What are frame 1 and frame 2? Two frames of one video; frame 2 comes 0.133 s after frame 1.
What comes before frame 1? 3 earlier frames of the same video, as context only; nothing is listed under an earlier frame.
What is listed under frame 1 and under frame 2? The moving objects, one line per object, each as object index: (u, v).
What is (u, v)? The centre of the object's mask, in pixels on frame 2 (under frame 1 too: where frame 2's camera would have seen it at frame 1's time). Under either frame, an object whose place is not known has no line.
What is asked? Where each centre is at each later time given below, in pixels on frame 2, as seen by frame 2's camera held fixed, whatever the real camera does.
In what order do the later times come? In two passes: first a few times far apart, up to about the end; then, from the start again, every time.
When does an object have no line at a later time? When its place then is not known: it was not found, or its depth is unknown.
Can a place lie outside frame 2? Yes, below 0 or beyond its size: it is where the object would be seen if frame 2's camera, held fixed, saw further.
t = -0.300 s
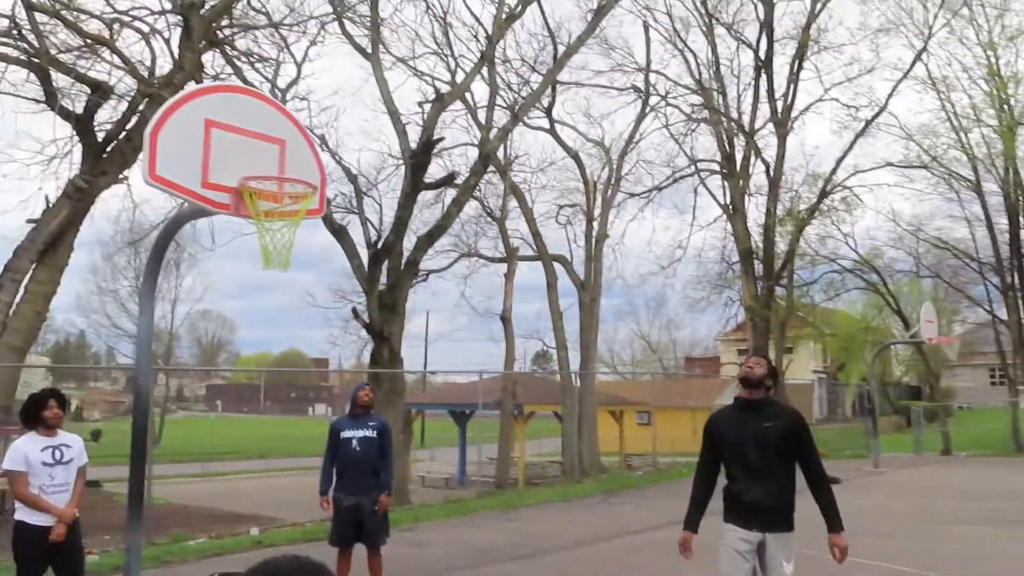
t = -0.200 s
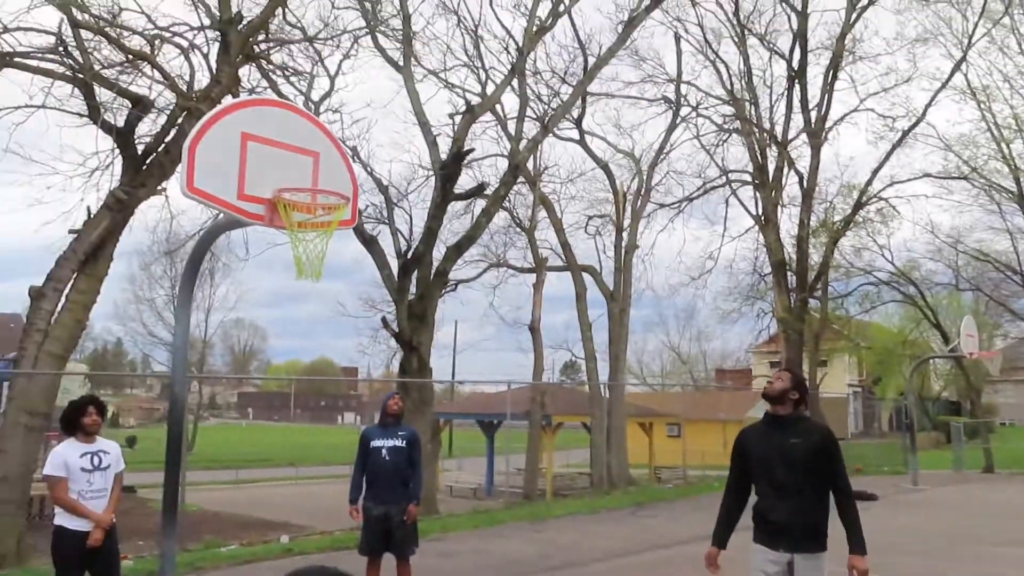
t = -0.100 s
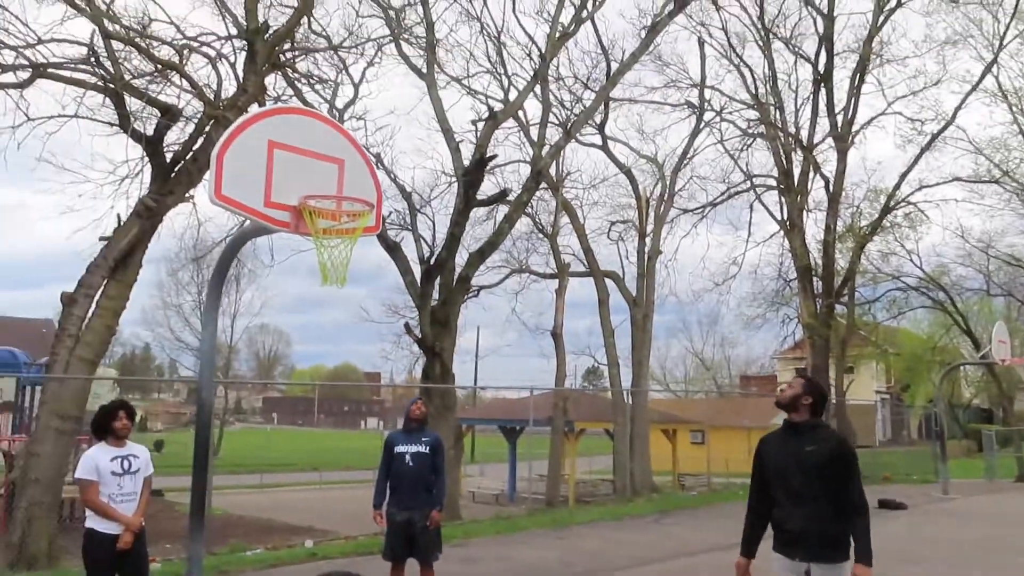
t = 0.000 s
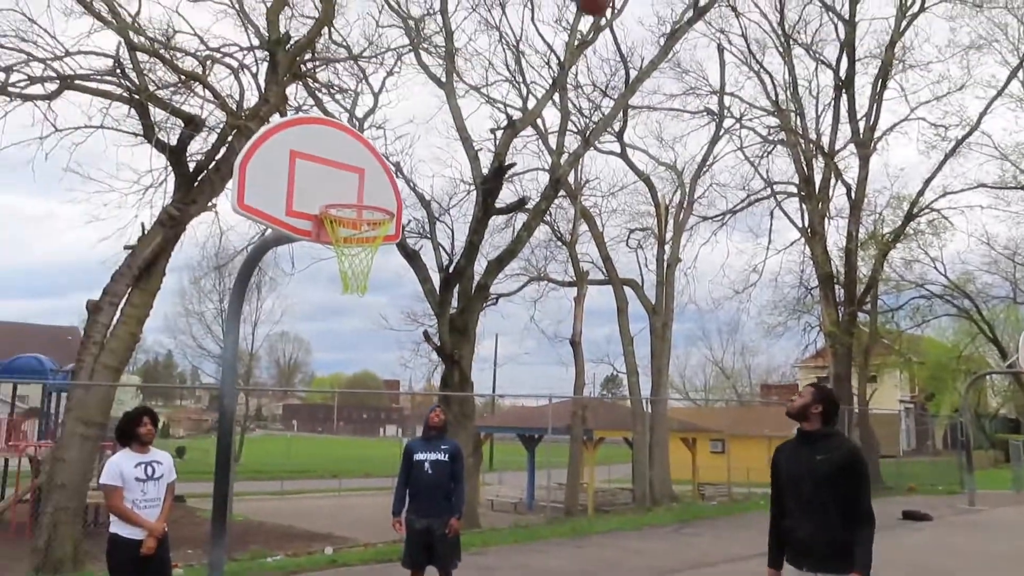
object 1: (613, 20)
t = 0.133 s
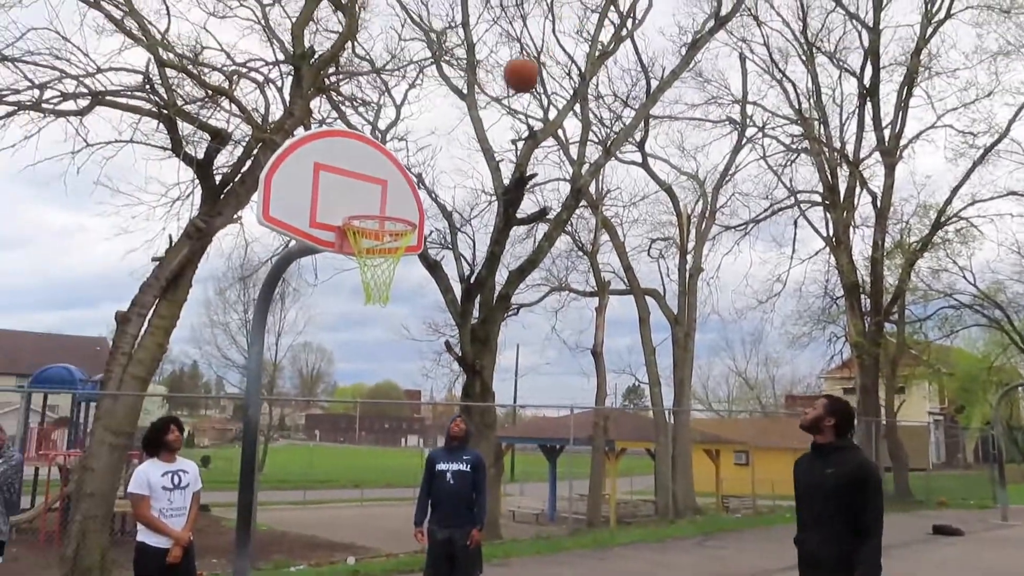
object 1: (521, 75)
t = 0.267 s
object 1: (436, 159)
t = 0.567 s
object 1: (463, 155)
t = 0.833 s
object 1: (585, 153)
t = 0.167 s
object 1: (499, 94)
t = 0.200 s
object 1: (478, 115)
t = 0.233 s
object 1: (457, 136)
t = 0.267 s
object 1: (436, 159)
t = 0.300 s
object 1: (416, 184)
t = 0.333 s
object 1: (397, 204)
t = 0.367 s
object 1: (387, 205)
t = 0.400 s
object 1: (394, 199)
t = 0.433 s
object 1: (408, 188)
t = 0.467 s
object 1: (421, 179)
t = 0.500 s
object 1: (434, 170)
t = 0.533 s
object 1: (449, 161)
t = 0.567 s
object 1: (463, 155)
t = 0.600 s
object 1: (478, 149)
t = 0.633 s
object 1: (493, 145)
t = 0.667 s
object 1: (508, 143)
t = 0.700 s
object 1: (523, 142)
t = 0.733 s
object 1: (538, 142)
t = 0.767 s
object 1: (553, 145)
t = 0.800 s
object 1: (568, 148)
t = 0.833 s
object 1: (585, 153)
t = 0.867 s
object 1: (602, 162)
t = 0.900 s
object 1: (617, 170)
